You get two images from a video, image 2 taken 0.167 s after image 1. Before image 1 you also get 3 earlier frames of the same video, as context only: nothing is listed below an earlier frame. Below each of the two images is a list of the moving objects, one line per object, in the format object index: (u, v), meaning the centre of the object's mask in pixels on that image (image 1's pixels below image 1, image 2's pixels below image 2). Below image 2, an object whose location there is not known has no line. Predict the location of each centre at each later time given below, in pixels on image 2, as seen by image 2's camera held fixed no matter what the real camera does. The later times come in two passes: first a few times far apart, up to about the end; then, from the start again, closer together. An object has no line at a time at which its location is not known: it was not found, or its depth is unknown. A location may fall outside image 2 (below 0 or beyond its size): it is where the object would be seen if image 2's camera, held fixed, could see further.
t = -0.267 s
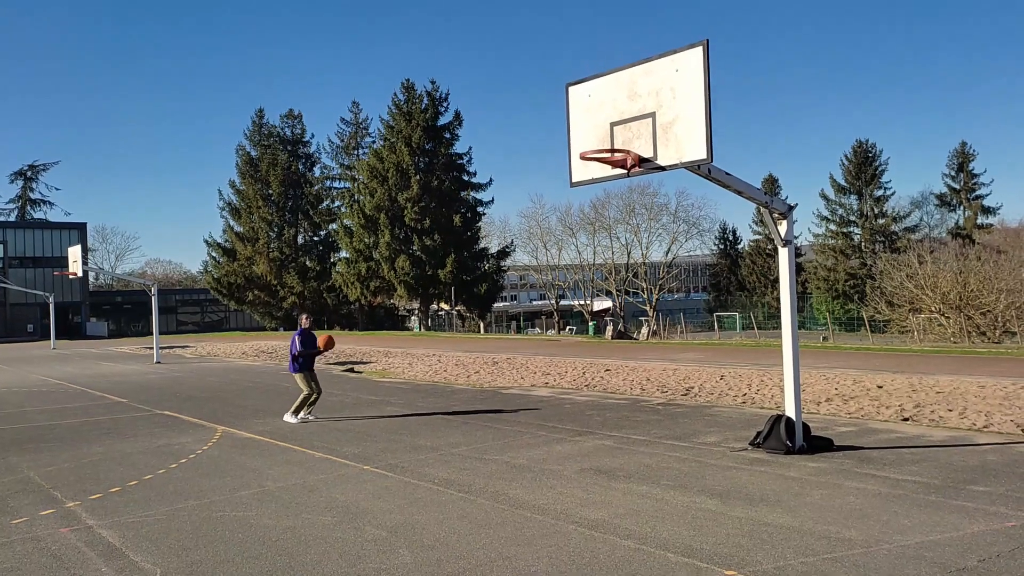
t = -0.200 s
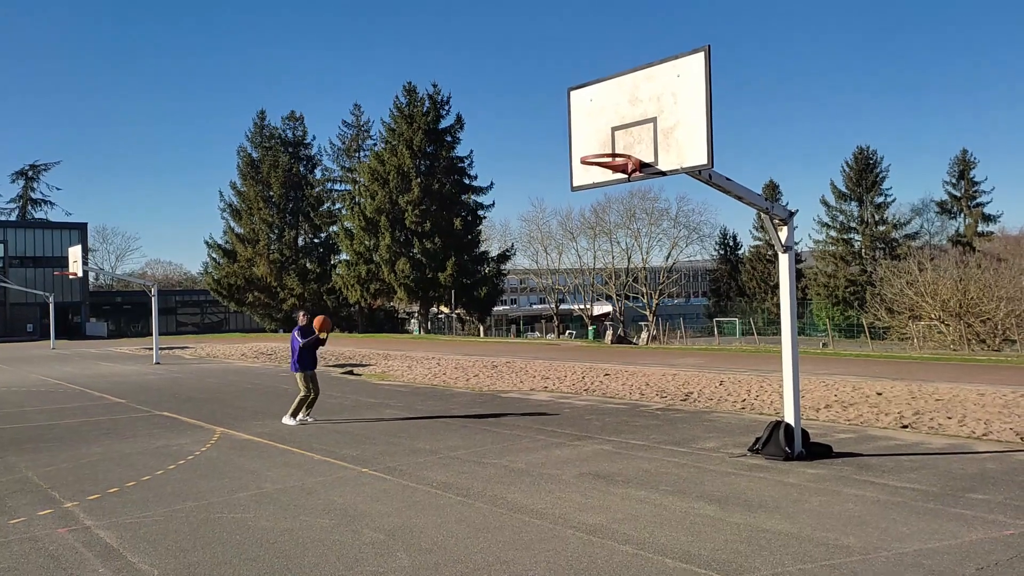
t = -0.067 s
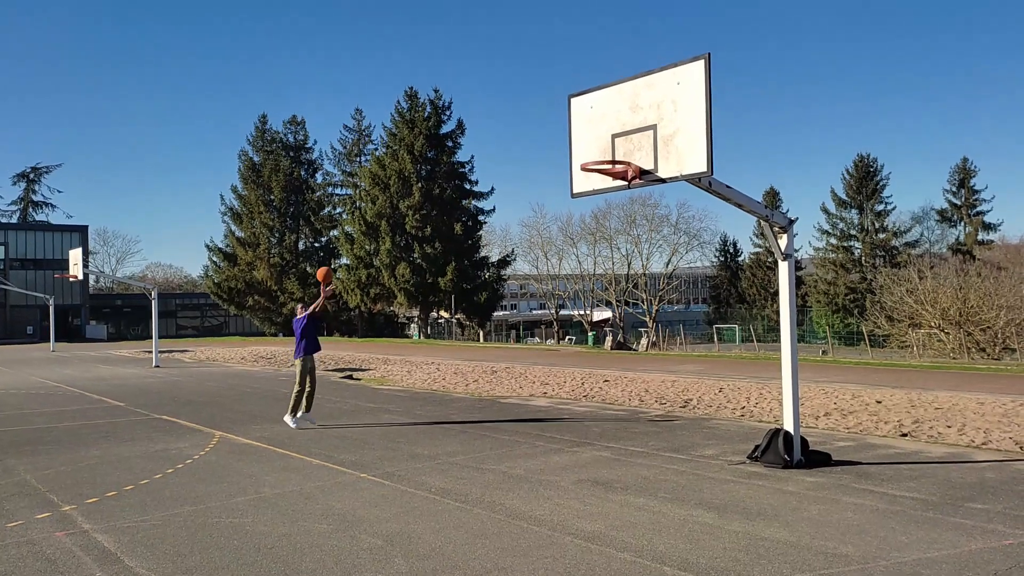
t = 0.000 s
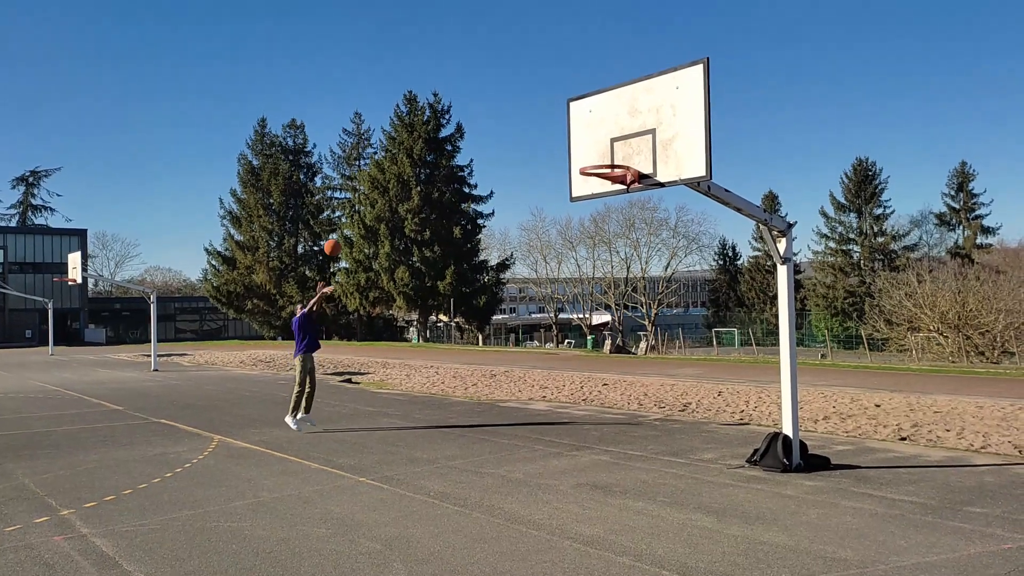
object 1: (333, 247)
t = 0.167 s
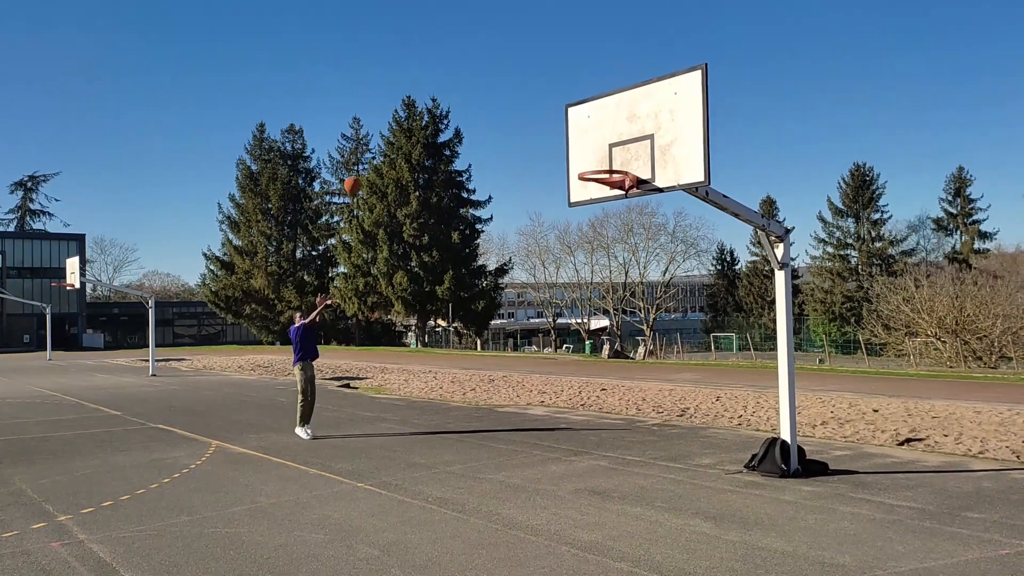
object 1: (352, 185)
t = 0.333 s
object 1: (376, 131)
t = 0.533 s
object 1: (407, 87)
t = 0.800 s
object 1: (454, 72)
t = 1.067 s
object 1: (511, 124)
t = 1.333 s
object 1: (581, 266)
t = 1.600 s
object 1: (665, 520)
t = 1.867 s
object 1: (678, 317)
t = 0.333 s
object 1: (376, 131)
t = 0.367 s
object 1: (381, 122)
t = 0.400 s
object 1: (386, 113)
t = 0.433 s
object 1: (391, 106)
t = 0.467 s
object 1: (397, 99)
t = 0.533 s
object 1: (407, 87)
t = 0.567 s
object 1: (412, 82)
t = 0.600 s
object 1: (418, 78)
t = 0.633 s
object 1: (424, 75)
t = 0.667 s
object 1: (430, 73)
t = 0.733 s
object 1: (442, 71)
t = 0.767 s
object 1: (448, 71)
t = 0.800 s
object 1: (454, 72)
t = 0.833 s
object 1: (461, 75)
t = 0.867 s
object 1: (467, 78)
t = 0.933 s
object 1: (481, 88)
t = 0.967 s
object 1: (488, 95)
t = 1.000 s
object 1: (495, 103)
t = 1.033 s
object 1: (503, 113)
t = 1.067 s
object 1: (511, 124)
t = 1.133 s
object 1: (527, 150)
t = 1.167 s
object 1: (536, 165)
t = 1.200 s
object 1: (545, 181)
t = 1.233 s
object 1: (554, 200)
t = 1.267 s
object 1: (563, 220)
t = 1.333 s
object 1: (581, 266)
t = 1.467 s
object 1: (620, 381)
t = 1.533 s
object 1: (643, 453)
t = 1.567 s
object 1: (655, 493)
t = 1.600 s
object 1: (665, 520)
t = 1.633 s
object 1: (667, 491)
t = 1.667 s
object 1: (669, 463)
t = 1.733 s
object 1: (673, 410)
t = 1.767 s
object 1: (676, 385)
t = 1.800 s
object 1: (678, 362)
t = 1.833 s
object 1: (677, 338)
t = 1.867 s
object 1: (678, 317)
